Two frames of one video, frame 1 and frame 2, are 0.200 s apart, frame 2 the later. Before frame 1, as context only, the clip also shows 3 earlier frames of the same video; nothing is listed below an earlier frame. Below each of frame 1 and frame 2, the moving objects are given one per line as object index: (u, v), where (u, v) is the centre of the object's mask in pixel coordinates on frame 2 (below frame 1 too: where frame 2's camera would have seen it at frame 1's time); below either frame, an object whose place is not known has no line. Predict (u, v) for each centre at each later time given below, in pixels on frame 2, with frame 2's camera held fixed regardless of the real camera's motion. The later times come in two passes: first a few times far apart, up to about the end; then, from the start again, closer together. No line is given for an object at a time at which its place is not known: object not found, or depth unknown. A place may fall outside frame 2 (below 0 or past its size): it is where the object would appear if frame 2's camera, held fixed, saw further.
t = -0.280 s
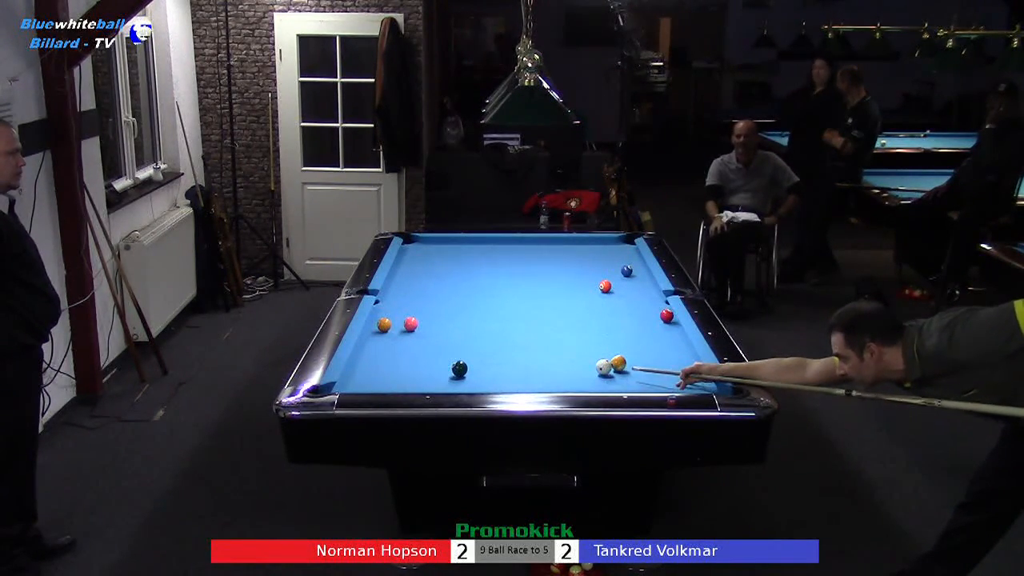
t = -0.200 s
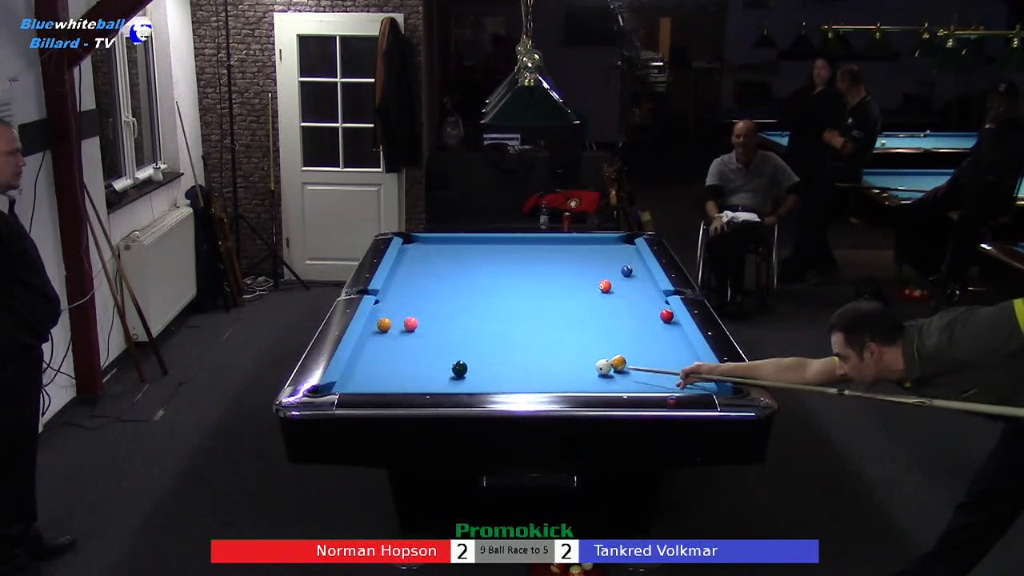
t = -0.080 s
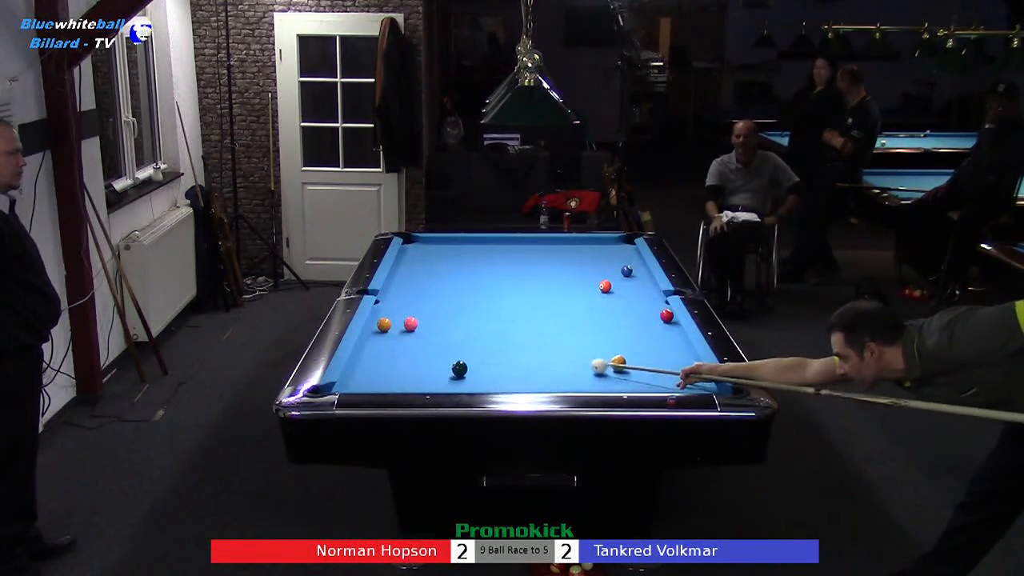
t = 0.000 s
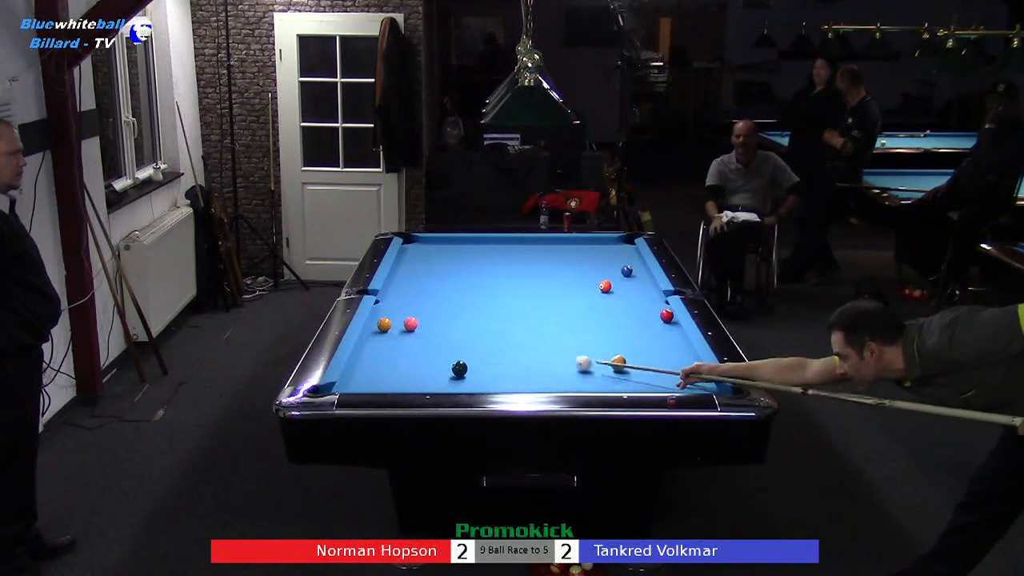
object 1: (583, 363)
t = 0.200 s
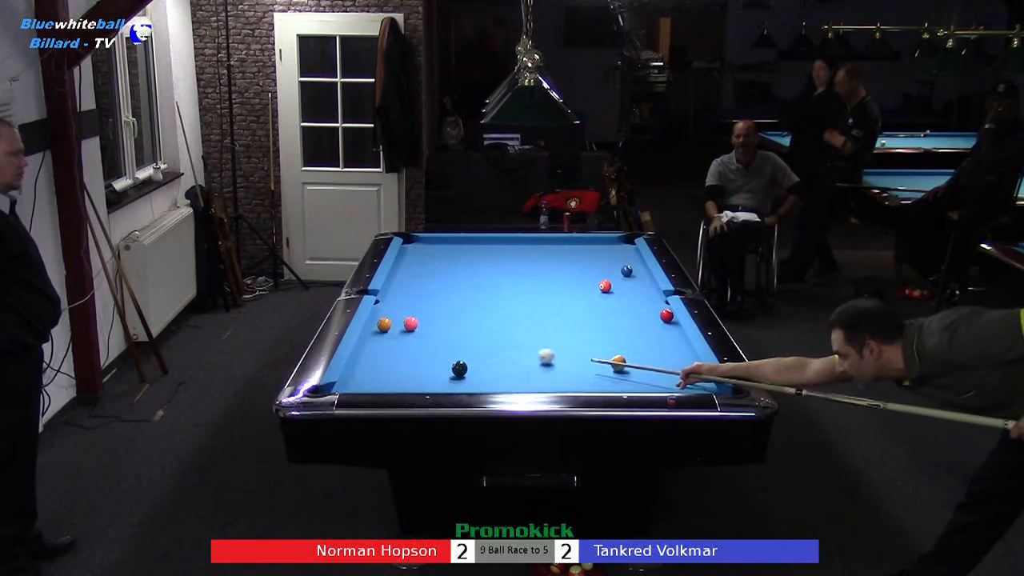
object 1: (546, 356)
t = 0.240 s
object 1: (539, 355)
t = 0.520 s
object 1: (491, 346)
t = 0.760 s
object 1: (453, 339)
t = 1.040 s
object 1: (412, 331)
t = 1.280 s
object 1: (389, 328)
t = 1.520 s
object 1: (377, 328)
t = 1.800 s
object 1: (372, 328)
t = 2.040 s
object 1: (378, 327)
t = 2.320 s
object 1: (383, 328)
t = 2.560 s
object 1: (387, 327)
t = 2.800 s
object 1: (389, 327)
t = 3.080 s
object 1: (389, 328)
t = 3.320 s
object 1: (389, 327)
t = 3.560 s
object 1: (389, 327)
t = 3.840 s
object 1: (389, 327)
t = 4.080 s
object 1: (389, 327)
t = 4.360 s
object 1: (389, 327)
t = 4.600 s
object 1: (389, 327)
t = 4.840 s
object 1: (389, 327)
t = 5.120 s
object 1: (389, 327)
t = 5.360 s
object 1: (389, 327)
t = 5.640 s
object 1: (389, 327)
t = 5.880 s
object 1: (389, 327)
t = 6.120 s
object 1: (389, 327)
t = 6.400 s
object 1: (389, 327)
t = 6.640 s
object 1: (389, 327)
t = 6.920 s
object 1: (389, 327)
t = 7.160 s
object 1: (389, 328)
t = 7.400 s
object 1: (389, 327)
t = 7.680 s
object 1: (389, 328)
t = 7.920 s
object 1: (384, 326)
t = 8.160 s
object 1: (389, 327)
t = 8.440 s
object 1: (389, 327)
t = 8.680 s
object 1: (389, 327)
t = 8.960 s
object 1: (389, 327)
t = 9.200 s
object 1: (389, 327)
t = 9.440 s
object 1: (389, 327)
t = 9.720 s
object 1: (389, 327)
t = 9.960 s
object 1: (389, 328)
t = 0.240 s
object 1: (539, 355)
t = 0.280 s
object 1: (531, 354)
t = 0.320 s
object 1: (525, 352)
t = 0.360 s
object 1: (518, 351)
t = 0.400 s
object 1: (511, 349)
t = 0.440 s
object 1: (504, 349)
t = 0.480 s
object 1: (497, 347)
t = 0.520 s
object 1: (491, 346)
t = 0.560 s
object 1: (485, 345)
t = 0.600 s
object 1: (478, 343)
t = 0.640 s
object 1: (472, 342)
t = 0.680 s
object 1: (465, 341)
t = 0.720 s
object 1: (459, 340)
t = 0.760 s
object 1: (453, 339)
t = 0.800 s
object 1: (447, 338)
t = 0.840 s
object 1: (441, 337)
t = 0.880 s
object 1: (435, 336)
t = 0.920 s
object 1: (429, 334)
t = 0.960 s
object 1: (423, 333)
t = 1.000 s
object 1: (418, 332)
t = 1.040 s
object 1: (412, 331)
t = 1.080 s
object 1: (407, 330)
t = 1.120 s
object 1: (402, 329)
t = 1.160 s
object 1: (396, 328)
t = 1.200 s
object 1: (392, 328)
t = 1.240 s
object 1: (390, 328)
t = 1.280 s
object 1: (389, 328)
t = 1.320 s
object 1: (387, 328)
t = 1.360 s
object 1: (385, 328)
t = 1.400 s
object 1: (383, 328)
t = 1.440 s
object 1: (381, 328)
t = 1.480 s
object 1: (379, 328)
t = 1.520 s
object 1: (377, 328)
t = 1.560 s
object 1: (376, 328)
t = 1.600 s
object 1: (374, 328)
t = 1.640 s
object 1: (372, 328)
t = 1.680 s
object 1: (371, 328)
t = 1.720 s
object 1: (370, 328)
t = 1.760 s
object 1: (371, 328)
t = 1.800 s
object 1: (372, 328)
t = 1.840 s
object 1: (373, 328)
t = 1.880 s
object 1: (374, 328)
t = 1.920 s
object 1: (375, 328)
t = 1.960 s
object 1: (376, 327)
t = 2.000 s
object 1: (377, 328)
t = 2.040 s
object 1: (378, 327)
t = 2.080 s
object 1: (379, 327)
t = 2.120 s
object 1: (380, 328)
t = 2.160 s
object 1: (380, 327)
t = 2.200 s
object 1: (381, 327)
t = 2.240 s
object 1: (382, 328)
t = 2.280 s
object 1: (383, 328)
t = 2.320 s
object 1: (383, 328)
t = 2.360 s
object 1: (384, 328)
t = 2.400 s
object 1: (384, 328)
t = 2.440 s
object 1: (385, 328)
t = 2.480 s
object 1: (385, 328)
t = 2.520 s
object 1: (386, 328)
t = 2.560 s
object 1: (387, 327)
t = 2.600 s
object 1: (387, 328)
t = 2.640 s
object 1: (387, 327)
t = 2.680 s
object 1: (388, 327)
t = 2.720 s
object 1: (388, 327)
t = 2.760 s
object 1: (388, 327)
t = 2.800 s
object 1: (389, 327)
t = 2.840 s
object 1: (389, 327)
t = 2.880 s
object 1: (389, 327)
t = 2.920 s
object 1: (389, 328)
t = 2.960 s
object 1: (389, 328)
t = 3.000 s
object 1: (389, 328)
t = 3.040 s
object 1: (389, 327)
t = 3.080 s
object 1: (389, 328)
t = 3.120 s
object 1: (389, 328)
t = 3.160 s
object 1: (389, 327)
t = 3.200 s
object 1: (389, 327)
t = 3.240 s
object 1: (389, 327)
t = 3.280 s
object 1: (389, 327)
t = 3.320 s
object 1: (389, 327)
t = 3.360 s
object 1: (389, 327)
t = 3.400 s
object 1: (389, 327)
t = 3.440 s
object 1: (389, 327)
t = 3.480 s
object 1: (389, 327)
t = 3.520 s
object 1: (389, 327)
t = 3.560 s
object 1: (389, 327)
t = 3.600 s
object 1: (389, 327)
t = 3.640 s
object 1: (389, 327)
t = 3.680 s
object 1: (389, 327)
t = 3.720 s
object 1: (389, 327)
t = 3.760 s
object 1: (389, 327)
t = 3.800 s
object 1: (389, 327)
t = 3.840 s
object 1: (389, 327)
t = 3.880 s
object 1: (389, 327)
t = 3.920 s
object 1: (389, 327)
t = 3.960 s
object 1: (389, 327)
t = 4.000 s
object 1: (389, 327)
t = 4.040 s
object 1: (389, 327)
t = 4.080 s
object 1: (389, 327)
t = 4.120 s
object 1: (389, 327)
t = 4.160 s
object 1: (389, 327)
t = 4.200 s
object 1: (389, 327)
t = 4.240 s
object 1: (389, 327)
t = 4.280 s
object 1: (389, 327)
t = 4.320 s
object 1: (389, 327)
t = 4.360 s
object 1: (389, 327)
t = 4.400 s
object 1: (389, 327)
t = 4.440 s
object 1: (389, 327)
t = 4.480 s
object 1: (389, 327)
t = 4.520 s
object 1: (389, 327)
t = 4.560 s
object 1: (389, 327)
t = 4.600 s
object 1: (389, 327)
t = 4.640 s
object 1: (389, 327)
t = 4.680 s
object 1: (389, 327)
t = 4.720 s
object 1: (389, 327)
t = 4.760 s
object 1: (389, 327)
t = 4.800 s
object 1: (389, 327)
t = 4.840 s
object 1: (389, 327)
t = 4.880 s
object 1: (389, 327)
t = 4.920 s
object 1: (389, 327)
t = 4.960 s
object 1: (389, 327)
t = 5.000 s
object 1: (389, 327)
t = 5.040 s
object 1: (389, 327)
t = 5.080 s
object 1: (389, 327)
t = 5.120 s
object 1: (389, 327)
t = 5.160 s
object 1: (389, 327)
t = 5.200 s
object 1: (389, 327)
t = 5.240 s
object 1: (389, 327)
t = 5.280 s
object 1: (389, 327)
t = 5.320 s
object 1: (389, 327)
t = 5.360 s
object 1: (389, 327)
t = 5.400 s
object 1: (389, 327)
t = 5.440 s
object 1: (389, 327)
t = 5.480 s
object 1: (389, 327)
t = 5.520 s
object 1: (389, 327)
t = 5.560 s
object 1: (389, 327)
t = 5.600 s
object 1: (389, 327)
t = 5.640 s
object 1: (389, 327)
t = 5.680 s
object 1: (389, 327)
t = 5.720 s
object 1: (389, 327)
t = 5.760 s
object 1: (389, 327)
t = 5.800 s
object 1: (389, 327)
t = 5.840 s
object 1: (389, 327)
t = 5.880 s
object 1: (389, 327)
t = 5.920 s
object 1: (389, 327)
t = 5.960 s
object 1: (389, 327)
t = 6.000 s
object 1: (389, 327)
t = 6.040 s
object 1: (389, 327)
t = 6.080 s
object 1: (389, 327)
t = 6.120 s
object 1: (389, 327)
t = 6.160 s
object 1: (389, 327)
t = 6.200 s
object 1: (389, 327)
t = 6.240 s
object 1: (389, 327)
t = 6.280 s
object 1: (389, 327)
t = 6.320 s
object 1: (389, 327)
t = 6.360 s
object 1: (389, 327)
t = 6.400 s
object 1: (389, 327)
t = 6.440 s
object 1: (389, 327)
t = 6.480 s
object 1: (389, 327)
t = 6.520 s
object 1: (389, 327)
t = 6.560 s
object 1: (389, 327)
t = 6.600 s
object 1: (389, 327)
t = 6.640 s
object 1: (389, 327)
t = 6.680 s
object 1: (389, 327)
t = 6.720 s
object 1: (389, 327)
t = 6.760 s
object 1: (389, 327)
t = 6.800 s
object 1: (389, 327)
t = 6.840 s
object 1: (389, 327)
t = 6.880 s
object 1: (389, 328)
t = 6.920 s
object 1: (389, 327)
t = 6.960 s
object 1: (389, 327)
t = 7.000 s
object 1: (389, 327)
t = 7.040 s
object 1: (389, 327)
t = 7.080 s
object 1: (389, 328)
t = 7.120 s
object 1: (389, 328)
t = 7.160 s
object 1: (389, 328)
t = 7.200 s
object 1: (389, 328)
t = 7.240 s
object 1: (389, 328)
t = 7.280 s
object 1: (389, 328)
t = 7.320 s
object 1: (389, 328)
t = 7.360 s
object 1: (389, 328)
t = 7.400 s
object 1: (389, 327)
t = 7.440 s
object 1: (389, 328)
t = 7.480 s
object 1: (389, 328)
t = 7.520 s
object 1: (389, 328)
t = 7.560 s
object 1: (387, 327)
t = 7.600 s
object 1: (391, 327)
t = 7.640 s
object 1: (389, 328)
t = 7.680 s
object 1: (389, 328)
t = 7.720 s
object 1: (387, 328)
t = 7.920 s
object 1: (384, 326)
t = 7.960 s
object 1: (386, 327)
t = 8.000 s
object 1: (389, 327)
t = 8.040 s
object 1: (389, 327)
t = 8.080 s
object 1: (389, 327)
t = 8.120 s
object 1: (389, 327)
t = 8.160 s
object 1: (389, 327)
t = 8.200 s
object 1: (389, 327)
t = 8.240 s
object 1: (389, 327)
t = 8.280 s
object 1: (389, 327)
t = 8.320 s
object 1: (389, 327)
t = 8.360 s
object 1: (389, 328)
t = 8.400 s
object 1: (389, 328)
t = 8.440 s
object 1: (389, 327)
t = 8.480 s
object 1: (389, 327)
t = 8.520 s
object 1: (389, 327)
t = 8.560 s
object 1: (389, 327)
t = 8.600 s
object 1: (389, 327)
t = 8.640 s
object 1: (389, 327)
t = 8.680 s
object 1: (389, 327)
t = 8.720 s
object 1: (389, 327)
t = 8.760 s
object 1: (389, 327)
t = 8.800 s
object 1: (389, 327)
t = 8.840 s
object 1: (389, 327)
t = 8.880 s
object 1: (389, 327)
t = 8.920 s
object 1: (389, 327)
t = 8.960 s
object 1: (389, 327)
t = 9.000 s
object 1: (389, 327)
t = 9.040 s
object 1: (389, 327)
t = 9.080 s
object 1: (389, 327)
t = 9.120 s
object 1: (389, 327)
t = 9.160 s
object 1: (389, 327)
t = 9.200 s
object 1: (389, 327)
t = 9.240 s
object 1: (389, 327)
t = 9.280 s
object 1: (389, 327)
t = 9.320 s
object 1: (389, 327)
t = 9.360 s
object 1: (389, 327)
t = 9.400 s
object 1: (389, 327)
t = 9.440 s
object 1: (389, 327)
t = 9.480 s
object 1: (389, 327)
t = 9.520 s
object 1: (389, 327)
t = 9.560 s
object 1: (389, 327)
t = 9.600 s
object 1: (389, 327)
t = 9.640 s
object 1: (389, 327)
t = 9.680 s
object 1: (389, 327)
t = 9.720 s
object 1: (389, 327)
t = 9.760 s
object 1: (389, 327)
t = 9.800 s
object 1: (389, 327)
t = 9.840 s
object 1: (389, 327)
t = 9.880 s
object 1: (389, 327)
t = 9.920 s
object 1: (389, 327)
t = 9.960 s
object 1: (389, 328)
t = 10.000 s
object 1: (389, 327)
